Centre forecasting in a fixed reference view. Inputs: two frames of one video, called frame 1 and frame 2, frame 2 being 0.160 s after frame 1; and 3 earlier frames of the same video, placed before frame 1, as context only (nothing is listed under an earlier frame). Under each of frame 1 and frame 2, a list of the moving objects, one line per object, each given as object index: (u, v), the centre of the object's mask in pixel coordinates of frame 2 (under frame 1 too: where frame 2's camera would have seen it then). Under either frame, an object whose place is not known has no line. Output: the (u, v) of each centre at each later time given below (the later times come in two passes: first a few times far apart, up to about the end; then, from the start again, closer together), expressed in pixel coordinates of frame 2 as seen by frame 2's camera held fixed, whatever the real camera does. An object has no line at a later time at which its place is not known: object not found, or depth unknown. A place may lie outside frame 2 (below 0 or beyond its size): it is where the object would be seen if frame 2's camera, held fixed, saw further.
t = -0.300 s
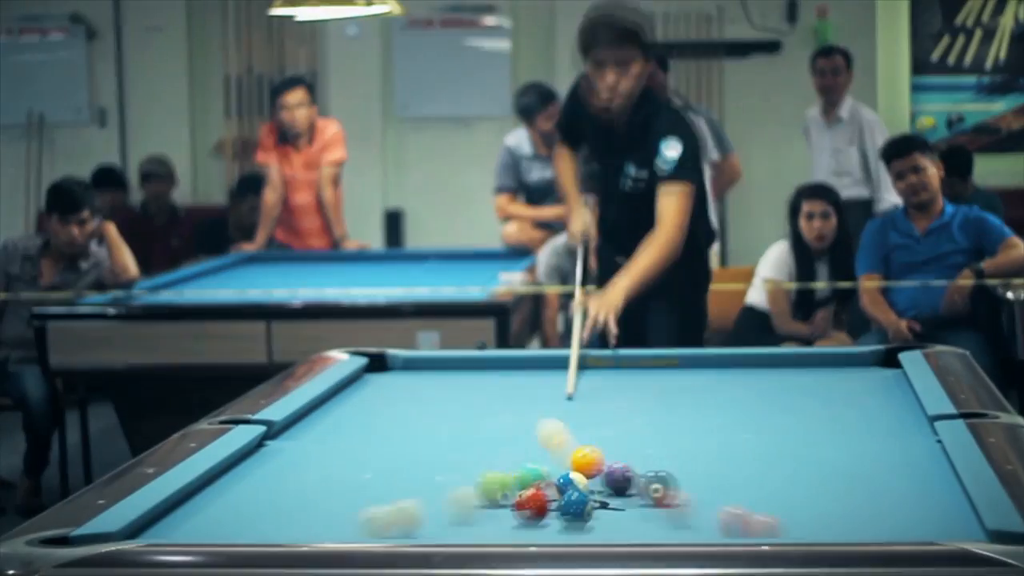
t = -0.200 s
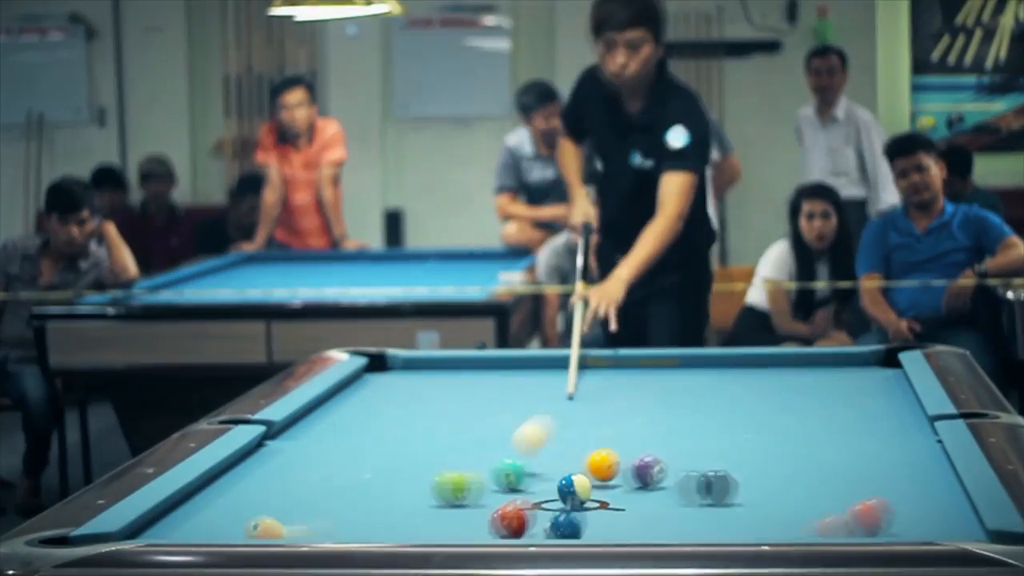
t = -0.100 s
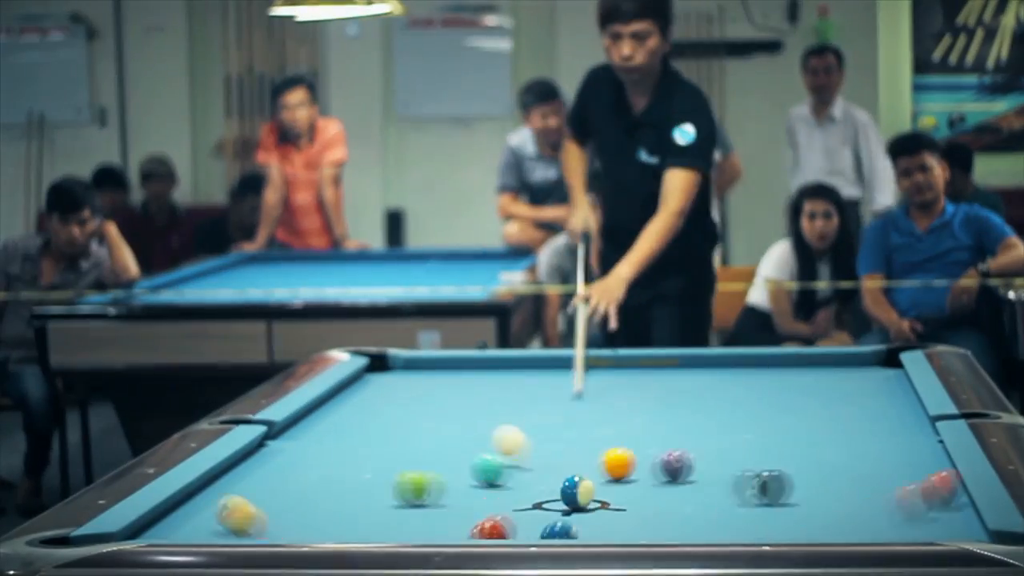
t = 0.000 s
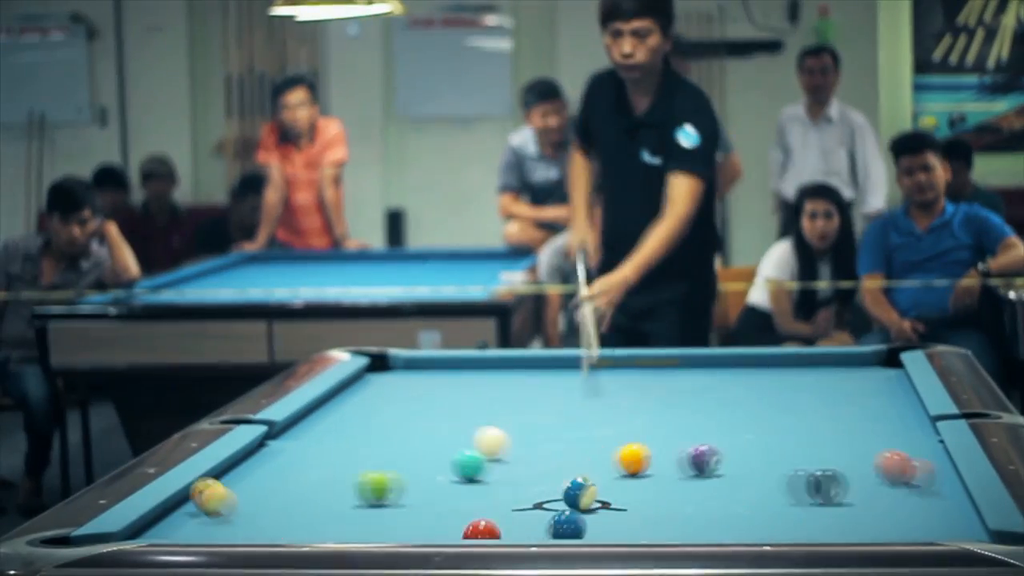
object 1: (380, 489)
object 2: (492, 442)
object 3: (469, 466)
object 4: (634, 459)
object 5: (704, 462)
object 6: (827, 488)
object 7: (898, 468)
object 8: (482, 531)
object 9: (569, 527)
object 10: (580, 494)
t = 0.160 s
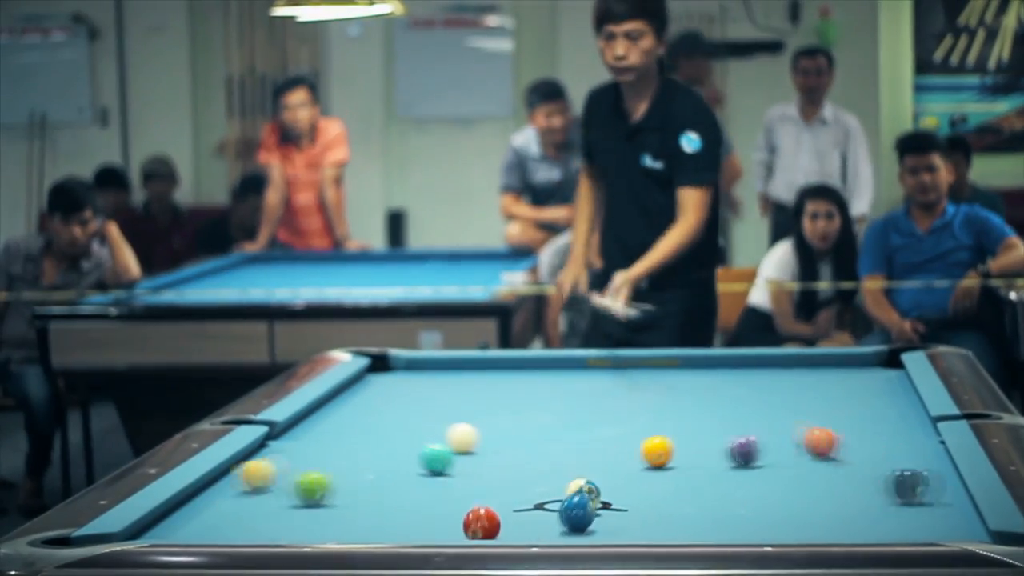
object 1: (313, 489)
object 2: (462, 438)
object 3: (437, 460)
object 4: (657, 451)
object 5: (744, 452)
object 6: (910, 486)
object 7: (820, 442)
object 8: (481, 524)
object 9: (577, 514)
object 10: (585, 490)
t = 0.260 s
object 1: (274, 488)
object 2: (447, 435)
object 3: (418, 456)
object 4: (670, 447)
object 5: (767, 447)
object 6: (940, 485)
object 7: (784, 428)
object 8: (481, 519)
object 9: (582, 505)
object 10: (588, 486)
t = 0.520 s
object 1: (224, 486)
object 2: (410, 429)
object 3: (370, 444)
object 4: (702, 436)
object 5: (825, 434)
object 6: (872, 481)
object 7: (696, 399)
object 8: (479, 500)
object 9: (585, 502)
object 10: (599, 480)
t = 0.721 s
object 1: (264, 484)
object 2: (400, 415)
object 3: (337, 437)
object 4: (724, 428)
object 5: (865, 424)
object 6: (823, 477)
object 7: (639, 380)
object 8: (477, 487)
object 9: (587, 500)
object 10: (604, 473)
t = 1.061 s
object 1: (325, 479)
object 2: (385, 394)
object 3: (291, 427)
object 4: (758, 416)
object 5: (906, 410)
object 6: (748, 473)
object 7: (540, 362)
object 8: (475, 469)
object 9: (590, 498)
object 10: (614, 462)
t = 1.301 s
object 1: (363, 476)
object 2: (376, 381)
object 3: (320, 427)
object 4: (779, 409)
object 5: (882, 405)
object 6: (699, 469)
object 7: (420, 374)
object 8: (474, 457)
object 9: (590, 497)
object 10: (621, 453)
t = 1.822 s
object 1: (438, 471)
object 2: (427, 379)
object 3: (380, 429)
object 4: (821, 395)
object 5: (839, 392)
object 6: (605, 463)
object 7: (513, 376)
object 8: (474, 435)
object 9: (591, 496)
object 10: (633, 437)
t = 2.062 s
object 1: (468, 468)
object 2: (453, 380)
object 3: (404, 429)
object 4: (836, 390)
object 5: (815, 387)
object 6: (567, 460)
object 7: (564, 377)
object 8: (474, 426)
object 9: (591, 497)
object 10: (637, 431)
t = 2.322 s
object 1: (497, 466)
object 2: (479, 381)
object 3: (427, 430)
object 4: (852, 385)
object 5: (800, 381)
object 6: (529, 457)
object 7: (617, 377)
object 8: (475, 417)
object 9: (591, 497)
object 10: (642, 425)
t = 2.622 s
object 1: (528, 463)
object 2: (507, 381)
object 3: (453, 429)
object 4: (869, 380)
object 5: (782, 376)
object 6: (491, 454)
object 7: (677, 378)
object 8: (475, 408)
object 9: (591, 497)
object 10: (646, 418)
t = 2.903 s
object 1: (552, 461)
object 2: (530, 382)
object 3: (472, 428)
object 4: (882, 376)
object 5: (767, 370)
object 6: (457, 452)
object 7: (729, 379)
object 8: (476, 400)
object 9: (591, 497)
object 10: (650, 413)
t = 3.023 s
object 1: (561, 461)
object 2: (540, 382)
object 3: (478, 428)
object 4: (888, 374)
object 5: (772, 368)
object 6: (444, 450)
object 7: (752, 379)
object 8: (475, 398)
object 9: (591, 497)
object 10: (652, 410)
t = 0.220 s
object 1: (290, 487)
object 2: (453, 436)
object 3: (424, 457)
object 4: (665, 449)
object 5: (758, 449)
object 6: (937, 486)
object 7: (798, 435)
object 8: (481, 521)
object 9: (581, 509)
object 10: (585, 487)
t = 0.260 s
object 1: (274, 488)
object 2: (447, 435)
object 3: (418, 456)
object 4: (670, 447)
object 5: (767, 447)
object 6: (940, 485)
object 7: (784, 428)
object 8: (481, 519)
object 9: (582, 505)
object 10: (588, 486)
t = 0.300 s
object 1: (260, 488)
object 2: (442, 434)
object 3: (411, 454)
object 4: (674, 445)
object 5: (776, 444)
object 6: (930, 485)
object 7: (766, 422)
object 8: (481, 516)
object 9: (582, 504)
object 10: (590, 485)
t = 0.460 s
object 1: (210, 488)
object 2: (418, 430)
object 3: (382, 447)
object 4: (694, 438)
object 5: (812, 437)
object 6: (886, 481)
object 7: (713, 405)
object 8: (479, 504)
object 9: (584, 503)
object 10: (597, 482)
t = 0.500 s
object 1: (219, 486)
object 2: (413, 429)
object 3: (373, 445)
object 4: (699, 437)
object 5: (820, 435)
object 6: (877, 481)
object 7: (703, 402)
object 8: (479, 502)
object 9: (585, 503)
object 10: (598, 481)
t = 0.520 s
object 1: (224, 486)
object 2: (410, 429)
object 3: (370, 444)
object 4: (702, 436)
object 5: (825, 434)
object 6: (872, 481)
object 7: (696, 399)
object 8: (479, 500)
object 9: (585, 502)
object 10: (599, 480)
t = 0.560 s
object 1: (232, 486)
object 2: (410, 423)
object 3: (365, 444)
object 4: (706, 434)
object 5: (833, 432)
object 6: (861, 481)
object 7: (684, 395)
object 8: (479, 498)
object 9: (585, 502)
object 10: (600, 478)
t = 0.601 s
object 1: (240, 485)
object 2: (401, 415)
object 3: (357, 442)
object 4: (710, 433)
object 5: (840, 430)
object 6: (852, 479)
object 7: (674, 392)
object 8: (478, 495)
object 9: (586, 501)
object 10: (601, 477)
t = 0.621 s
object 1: (245, 485)
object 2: (400, 416)
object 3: (354, 442)
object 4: (713, 432)
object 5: (845, 429)
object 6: (847, 479)
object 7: (667, 390)
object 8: (478, 494)
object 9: (586, 501)
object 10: (602, 477)
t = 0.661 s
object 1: (252, 485)
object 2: (400, 417)
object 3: (347, 440)
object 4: (717, 430)
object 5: (852, 427)
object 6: (836, 478)
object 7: (656, 386)
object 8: (478, 491)
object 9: (587, 501)
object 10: (603, 475)
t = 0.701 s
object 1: (260, 484)
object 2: (400, 416)
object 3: (341, 438)
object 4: (721, 429)
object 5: (860, 425)
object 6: (828, 478)
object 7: (646, 382)
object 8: (478, 489)
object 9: (587, 500)
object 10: (603, 474)
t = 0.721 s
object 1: (264, 484)
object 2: (400, 415)
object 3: (337, 437)
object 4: (724, 428)
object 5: (865, 424)
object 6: (823, 477)
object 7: (639, 380)
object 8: (477, 487)
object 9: (587, 500)
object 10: (604, 473)
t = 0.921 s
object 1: (301, 481)
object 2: (391, 402)
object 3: (307, 431)
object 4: (744, 421)
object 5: (902, 416)
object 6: (778, 474)
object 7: (592, 364)
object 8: (476, 476)
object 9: (589, 499)
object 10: (610, 467)
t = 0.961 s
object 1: (308, 480)
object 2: (389, 400)
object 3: (302, 429)
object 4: (748, 420)
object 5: (909, 415)
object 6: (769, 474)
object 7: (582, 361)
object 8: (476, 474)
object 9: (589, 498)
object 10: (611, 465)
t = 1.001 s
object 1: (315, 480)
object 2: (388, 397)
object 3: (296, 428)
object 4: (752, 418)
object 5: (912, 413)
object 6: (762, 474)
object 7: (574, 360)
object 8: (476, 472)
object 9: (589, 498)
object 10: (612, 464)
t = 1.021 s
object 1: (319, 479)
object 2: (387, 396)
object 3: (293, 427)
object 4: (754, 418)
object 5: (911, 412)
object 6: (756, 473)
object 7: (562, 360)
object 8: (476, 471)
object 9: (590, 498)
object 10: (613, 463)
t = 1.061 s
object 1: (325, 479)
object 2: (385, 394)
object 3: (291, 427)
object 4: (758, 416)
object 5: (906, 410)
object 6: (748, 473)
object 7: (540, 362)
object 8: (475, 469)
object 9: (590, 498)
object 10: (614, 462)
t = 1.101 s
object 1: (331, 479)
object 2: (384, 392)
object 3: (295, 427)
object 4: (761, 415)
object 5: (901, 410)
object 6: (742, 472)
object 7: (520, 365)
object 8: (475, 467)
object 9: (590, 498)
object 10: (615, 460)
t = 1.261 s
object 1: (357, 477)
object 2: (377, 383)
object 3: (315, 427)
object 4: (776, 410)
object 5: (885, 406)
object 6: (707, 470)
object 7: (441, 371)
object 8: (474, 458)
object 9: (590, 497)
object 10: (620, 454)
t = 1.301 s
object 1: (363, 476)
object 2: (376, 381)
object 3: (320, 427)
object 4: (779, 409)
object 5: (882, 405)
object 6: (699, 469)
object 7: (420, 374)
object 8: (474, 457)
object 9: (590, 497)
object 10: (621, 453)
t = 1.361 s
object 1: (373, 476)
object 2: (369, 379)
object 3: (327, 428)
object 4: (785, 407)
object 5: (875, 403)
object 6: (688, 469)
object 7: (400, 377)
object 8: (474, 454)
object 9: (590, 497)
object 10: (622, 451)
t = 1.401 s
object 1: (379, 475)
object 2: (369, 379)
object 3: (332, 428)
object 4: (788, 406)
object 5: (872, 402)
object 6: (680, 468)
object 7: (403, 377)
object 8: (474, 452)
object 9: (590, 497)
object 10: (623, 449)
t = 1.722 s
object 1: (425, 471)
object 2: (416, 379)
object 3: (369, 428)
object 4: (814, 397)
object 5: (843, 394)
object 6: (622, 464)
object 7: (491, 376)
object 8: (474, 439)
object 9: (591, 496)
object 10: (631, 438)
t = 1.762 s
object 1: (430, 471)
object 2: (421, 379)
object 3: (373, 429)
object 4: (816, 397)
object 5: (841, 394)
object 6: (615, 464)
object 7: (500, 376)
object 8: (474, 437)
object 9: (591, 497)
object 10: (632, 439)
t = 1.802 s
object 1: (435, 471)
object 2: (425, 379)
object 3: (377, 429)
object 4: (819, 396)
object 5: (840, 393)
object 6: (608, 463)
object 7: (507, 376)
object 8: (474, 436)
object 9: (591, 496)
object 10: (632, 438)
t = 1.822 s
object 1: (438, 471)
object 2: (427, 379)
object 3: (380, 429)
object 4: (821, 395)
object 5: (839, 392)
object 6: (605, 463)
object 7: (513, 376)
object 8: (474, 435)
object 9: (591, 496)
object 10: (633, 437)
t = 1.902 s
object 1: (448, 470)
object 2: (435, 380)
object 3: (387, 429)
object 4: (827, 393)
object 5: (839, 387)
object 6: (592, 462)
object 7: (528, 376)
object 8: (474, 432)
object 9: (591, 496)
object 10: (634, 435)
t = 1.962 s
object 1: (456, 469)
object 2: (442, 380)
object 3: (394, 429)
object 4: (830, 392)
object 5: (818, 386)
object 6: (582, 461)
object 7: (542, 376)
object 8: (474, 429)
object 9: (591, 497)
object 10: (635, 434)
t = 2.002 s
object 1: (460, 469)
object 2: (446, 380)
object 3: (397, 429)
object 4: (832, 391)
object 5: (816, 388)
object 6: (576, 460)
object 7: (549, 376)
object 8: (474, 428)
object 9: (591, 497)
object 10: (636, 433)
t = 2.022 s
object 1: (463, 469)
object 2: (449, 380)
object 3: (399, 429)
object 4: (833, 391)
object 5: (815, 388)
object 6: (573, 460)
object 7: (555, 377)
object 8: (474, 428)
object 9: (591, 497)
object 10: (636, 433)
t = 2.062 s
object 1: (468, 468)
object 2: (453, 380)
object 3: (404, 429)
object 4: (836, 390)
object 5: (815, 387)
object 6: (567, 460)
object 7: (564, 377)
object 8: (474, 426)
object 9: (591, 497)
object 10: (637, 431)
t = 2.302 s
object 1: (495, 466)
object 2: (477, 381)
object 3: (425, 430)
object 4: (851, 386)
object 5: (801, 382)
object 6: (532, 457)
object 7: (613, 377)
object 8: (474, 418)
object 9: (591, 497)
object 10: (642, 425)
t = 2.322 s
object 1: (497, 466)
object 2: (479, 381)
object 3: (427, 430)
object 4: (852, 385)
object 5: (800, 381)
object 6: (529, 457)
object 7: (617, 377)
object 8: (475, 417)
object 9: (591, 497)
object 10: (642, 425)
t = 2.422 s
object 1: (508, 464)
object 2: (489, 381)
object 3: (436, 429)
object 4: (858, 383)
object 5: (794, 379)
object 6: (521, 451)
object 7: (639, 378)
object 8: (475, 414)
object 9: (591, 497)
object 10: (644, 423)
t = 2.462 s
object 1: (512, 464)
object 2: (493, 381)
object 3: (439, 429)
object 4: (860, 382)
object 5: (791, 378)
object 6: (510, 447)
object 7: (646, 377)
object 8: (475, 413)
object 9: (591, 497)
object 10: (644, 422)
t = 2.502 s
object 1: (515, 464)
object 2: (496, 381)
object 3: (443, 429)
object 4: (862, 382)
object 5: (790, 377)
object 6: (501, 450)
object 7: (653, 378)
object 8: (475, 412)
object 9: (591, 497)
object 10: (644, 422)
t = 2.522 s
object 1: (517, 464)
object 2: (498, 381)
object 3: (445, 429)
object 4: (864, 382)
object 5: (788, 377)
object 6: (498, 451)
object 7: (658, 378)
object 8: (475, 411)
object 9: (591, 497)
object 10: (645, 421)
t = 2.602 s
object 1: (526, 464)
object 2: (505, 381)
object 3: (450, 430)
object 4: (867, 381)
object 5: (784, 376)
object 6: (493, 454)
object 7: (673, 378)
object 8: (476, 409)
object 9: (591, 497)
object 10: (645, 419)
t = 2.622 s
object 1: (528, 463)
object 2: (507, 381)
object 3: (453, 429)
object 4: (869, 380)
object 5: (782, 376)
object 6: (491, 454)
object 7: (677, 378)
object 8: (475, 408)
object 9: (591, 497)
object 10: (646, 418)
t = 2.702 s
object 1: (535, 463)
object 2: (514, 381)
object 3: (459, 429)
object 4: (873, 379)
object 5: (778, 373)
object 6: (481, 453)
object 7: (691, 378)
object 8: (476, 406)
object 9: (591, 497)
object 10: (647, 416)
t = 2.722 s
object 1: (537, 463)
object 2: (516, 381)
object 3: (460, 429)
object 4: (874, 378)
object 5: (776, 373)
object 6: (479, 453)
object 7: (697, 378)
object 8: (476, 405)
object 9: (591, 497)
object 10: (647, 416)
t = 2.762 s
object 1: (540, 462)
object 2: (519, 381)
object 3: (462, 428)
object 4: (876, 378)
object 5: (774, 372)
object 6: (475, 453)
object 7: (704, 378)
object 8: (476, 404)
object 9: (591, 497)
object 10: (648, 416)
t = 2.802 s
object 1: (543, 462)
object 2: (522, 381)
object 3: (465, 427)
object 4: (877, 377)
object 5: (772, 372)
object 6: (469, 452)
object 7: (711, 379)
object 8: (475, 403)
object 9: (591, 497)
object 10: (648, 416)
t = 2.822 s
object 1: (546, 462)
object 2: (524, 381)
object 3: (467, 427)
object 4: (879, 377)
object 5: (770, 371)
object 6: (467, 452)
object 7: (714, 379)
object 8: (475, 402)
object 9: (591, 497)
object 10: (648, 415)
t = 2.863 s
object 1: (549, 462)
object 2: (527, 381)
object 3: (470, 427)
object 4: (881, 376)
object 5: (768, 371)
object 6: (462, 451)
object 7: (722, 379)
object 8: (476, 401)
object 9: (591, 497)
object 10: (649, 414)
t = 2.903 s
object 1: (552, 461)
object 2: (530, 382)
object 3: (472, 428)
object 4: (882, 376)
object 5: (767, 370)
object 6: (457, 452)
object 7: (729, 379)
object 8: (476, 400)
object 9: (591, 497)
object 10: (650, 413)
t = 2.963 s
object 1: (557, 461)
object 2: (535, 382)
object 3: (475, 429)
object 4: (885, 375)
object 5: (769, 369)
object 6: (451, 451)
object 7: (741, 380)
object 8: (475, 399)
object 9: (591, 497)
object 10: (650, 411)
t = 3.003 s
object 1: (559, 461)
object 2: (537, 382)
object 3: (477, 429)
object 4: (886, 374)
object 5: (770, 369)
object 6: (447, 450)
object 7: (746, 379)
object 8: (475, 398)
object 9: (590, 497)
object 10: (651, 411)
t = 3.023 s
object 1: (561, 461)
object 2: (540, 382)
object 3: (478, 428)
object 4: (888, 374)
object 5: (772, 368)
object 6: (444, 450)
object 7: (752, 379)
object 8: (475, 398)
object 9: (591, 497)
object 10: (652, 410)
